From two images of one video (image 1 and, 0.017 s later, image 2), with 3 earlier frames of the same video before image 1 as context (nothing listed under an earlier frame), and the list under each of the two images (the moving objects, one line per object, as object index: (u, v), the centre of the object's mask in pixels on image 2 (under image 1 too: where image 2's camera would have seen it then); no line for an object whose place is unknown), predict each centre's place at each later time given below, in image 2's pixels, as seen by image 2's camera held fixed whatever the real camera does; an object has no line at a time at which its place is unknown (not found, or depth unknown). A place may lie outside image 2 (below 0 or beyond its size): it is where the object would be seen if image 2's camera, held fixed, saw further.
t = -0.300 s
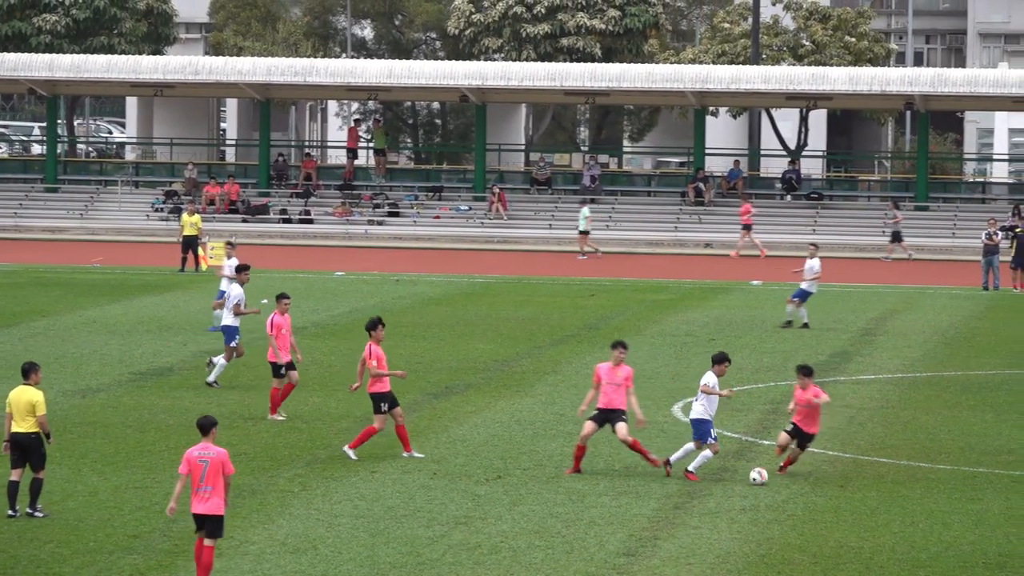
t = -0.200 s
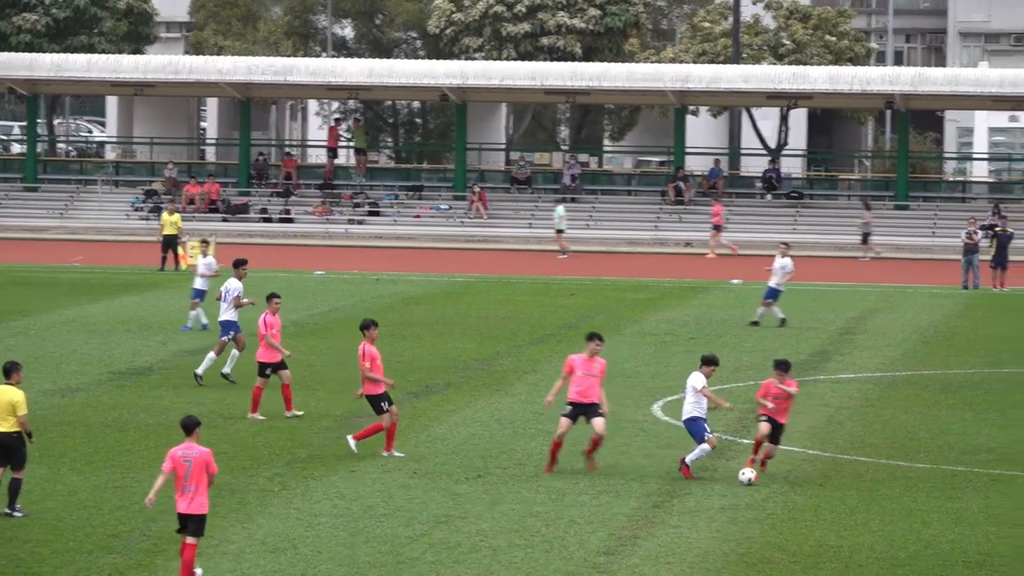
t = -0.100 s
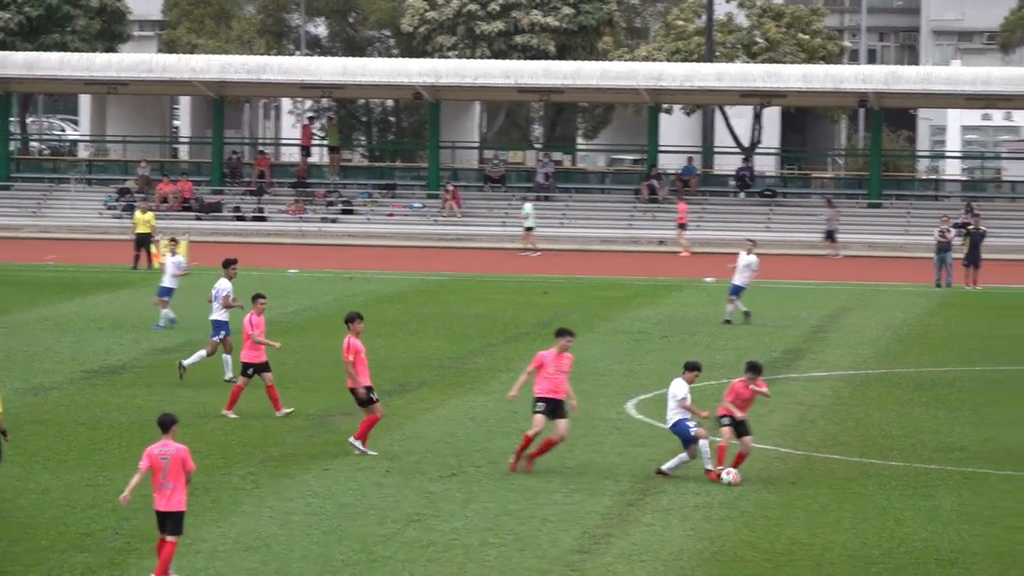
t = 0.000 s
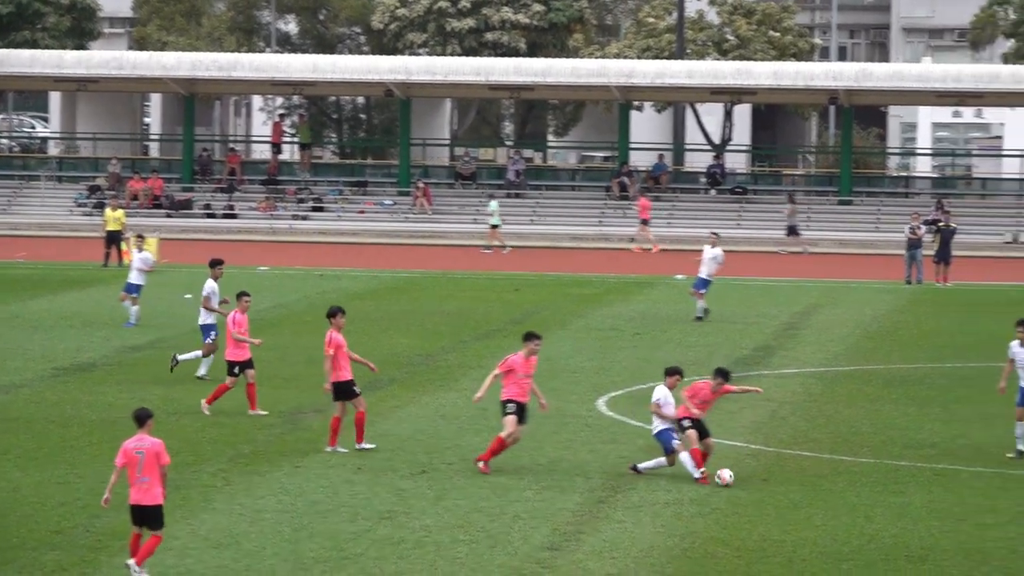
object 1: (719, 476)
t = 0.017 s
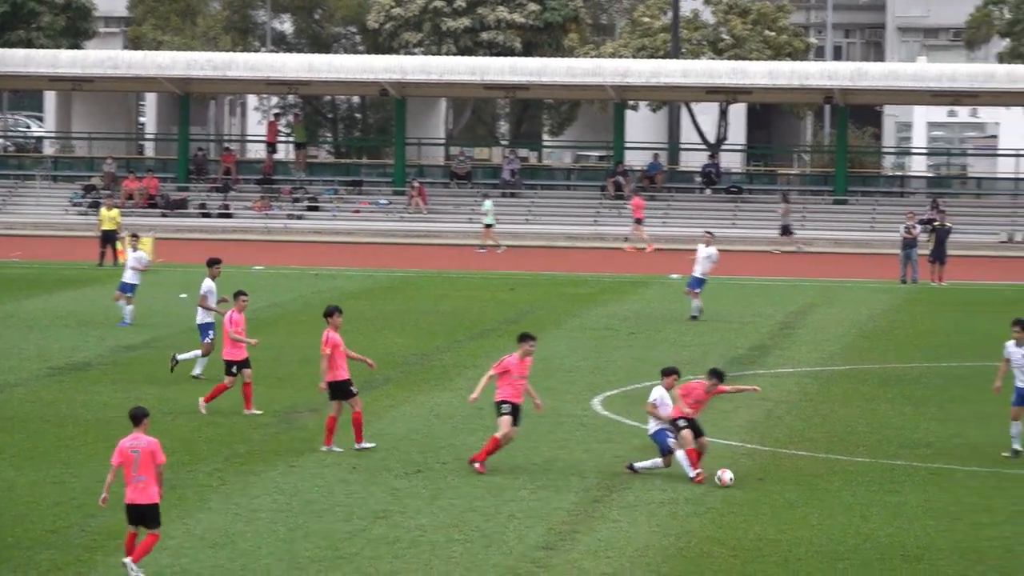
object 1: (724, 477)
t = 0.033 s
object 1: (730, 479)
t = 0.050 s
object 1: (735, 480)
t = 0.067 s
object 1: (740, 481)
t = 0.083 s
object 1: (745, 483)
